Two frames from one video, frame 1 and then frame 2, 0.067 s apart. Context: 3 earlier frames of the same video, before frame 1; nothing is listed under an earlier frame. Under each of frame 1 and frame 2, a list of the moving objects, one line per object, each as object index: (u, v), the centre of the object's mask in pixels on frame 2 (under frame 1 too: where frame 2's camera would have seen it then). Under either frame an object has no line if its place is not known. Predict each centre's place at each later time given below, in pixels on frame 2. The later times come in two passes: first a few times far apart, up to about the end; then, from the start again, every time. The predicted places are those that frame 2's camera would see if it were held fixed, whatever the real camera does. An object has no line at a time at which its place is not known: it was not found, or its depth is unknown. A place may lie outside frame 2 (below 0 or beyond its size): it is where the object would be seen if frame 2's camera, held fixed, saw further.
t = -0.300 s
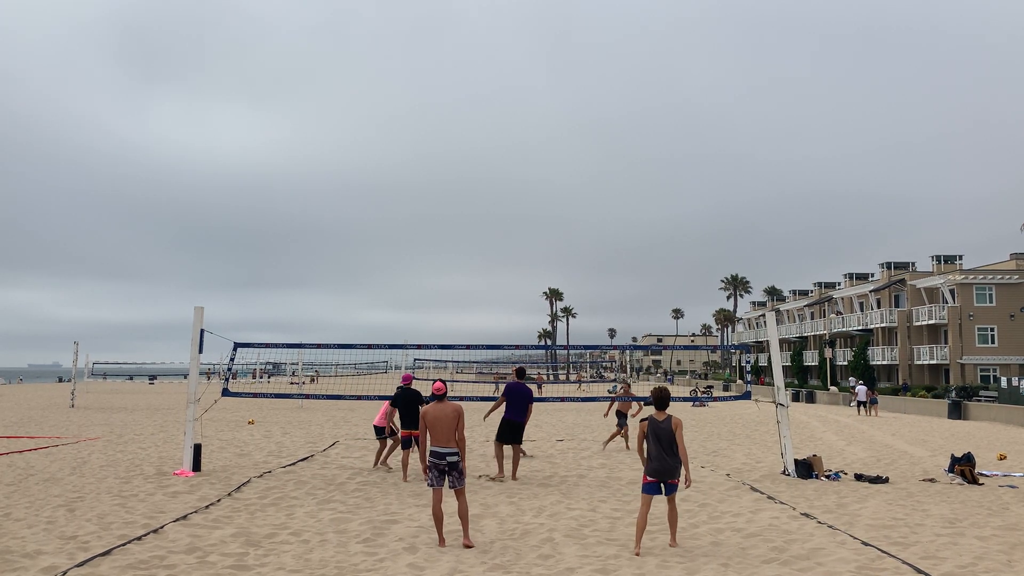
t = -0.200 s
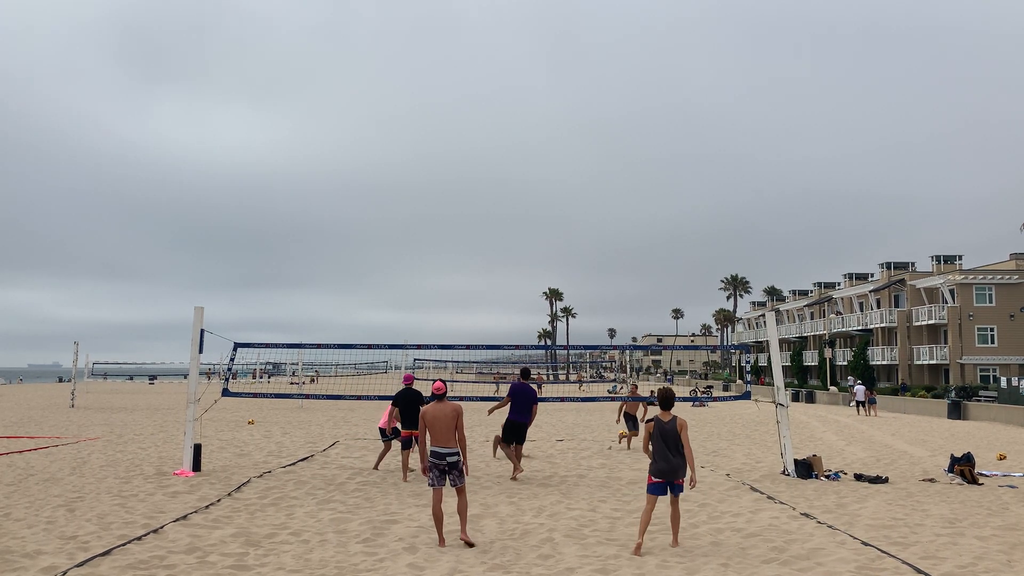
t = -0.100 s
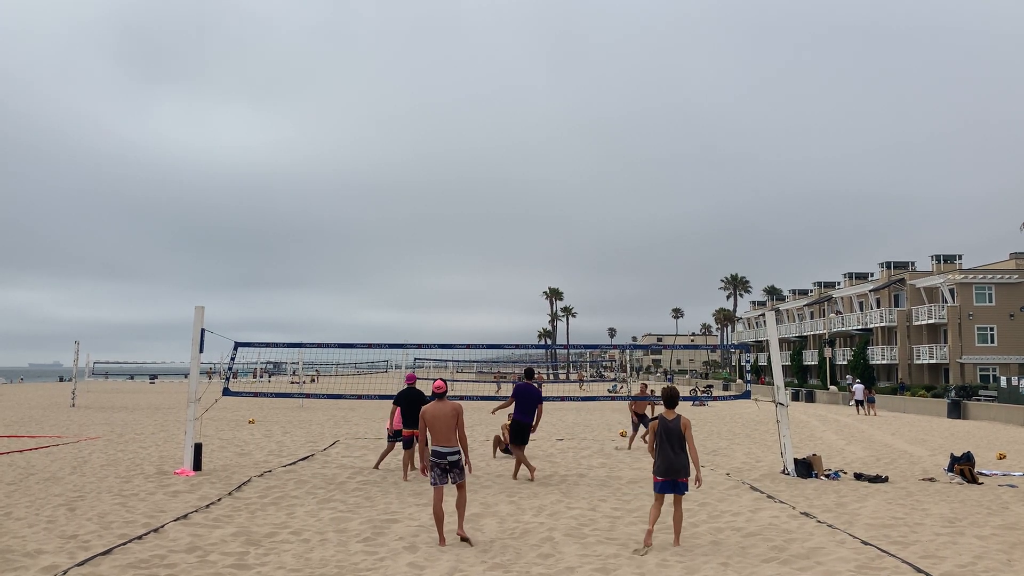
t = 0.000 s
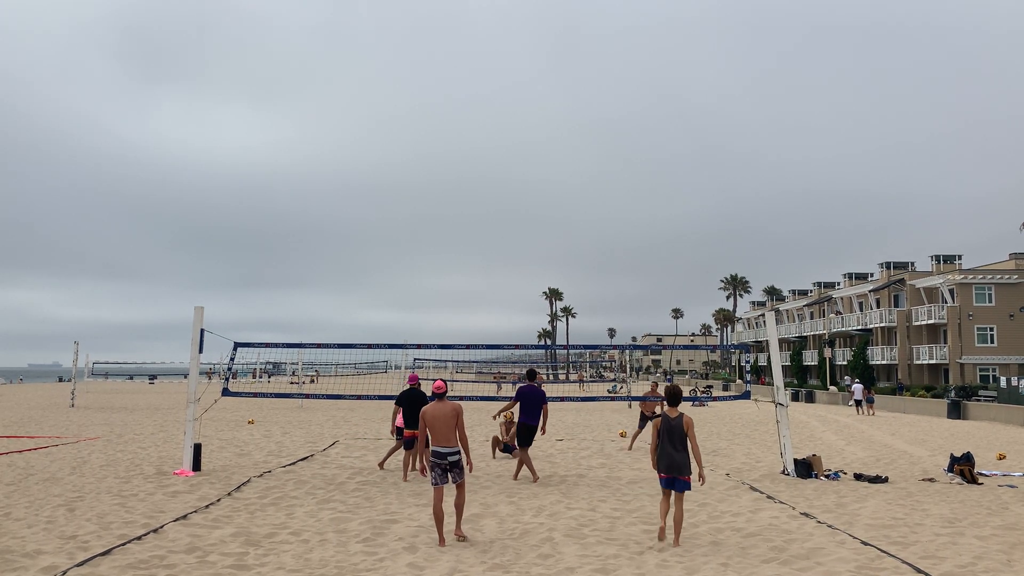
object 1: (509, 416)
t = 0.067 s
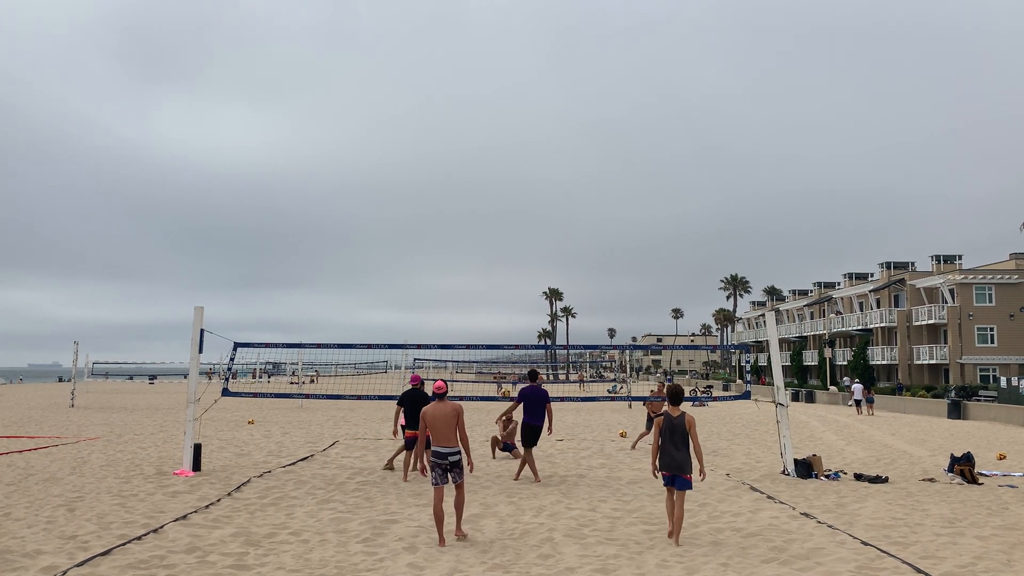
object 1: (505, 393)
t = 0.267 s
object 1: (500, 335)
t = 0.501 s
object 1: (496, 290)
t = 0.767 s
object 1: (493, 268)
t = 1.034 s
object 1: (491, 278)
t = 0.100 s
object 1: (504, 382)
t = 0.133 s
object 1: (503, 371)
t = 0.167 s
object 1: (503, 362)
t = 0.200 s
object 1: (502, 353)
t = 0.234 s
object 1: (501, 342)
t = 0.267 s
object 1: (500, 335)
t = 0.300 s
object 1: (499, 328)
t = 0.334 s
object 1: (499, 320)
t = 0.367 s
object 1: (498, 313)
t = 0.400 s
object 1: (498, 307)
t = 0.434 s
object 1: (497, 301)
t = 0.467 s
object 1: (497, 295)
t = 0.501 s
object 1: (496, 290)
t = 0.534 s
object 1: (496, 286)
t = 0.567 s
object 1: (495, 282)
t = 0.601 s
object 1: (495, 278)
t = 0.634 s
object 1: (495, 275)
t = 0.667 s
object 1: (494, 272)
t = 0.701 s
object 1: (494, 270)
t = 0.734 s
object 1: (494, 269)
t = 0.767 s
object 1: (493, 268)
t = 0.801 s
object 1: (493, 267)
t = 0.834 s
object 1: (493, 267)
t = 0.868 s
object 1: (493, 268)
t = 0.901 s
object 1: (492, 269)
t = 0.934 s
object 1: (492, 270)
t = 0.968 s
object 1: (492, 272)
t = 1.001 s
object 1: (492, 275)
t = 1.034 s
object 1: (491, 278)
